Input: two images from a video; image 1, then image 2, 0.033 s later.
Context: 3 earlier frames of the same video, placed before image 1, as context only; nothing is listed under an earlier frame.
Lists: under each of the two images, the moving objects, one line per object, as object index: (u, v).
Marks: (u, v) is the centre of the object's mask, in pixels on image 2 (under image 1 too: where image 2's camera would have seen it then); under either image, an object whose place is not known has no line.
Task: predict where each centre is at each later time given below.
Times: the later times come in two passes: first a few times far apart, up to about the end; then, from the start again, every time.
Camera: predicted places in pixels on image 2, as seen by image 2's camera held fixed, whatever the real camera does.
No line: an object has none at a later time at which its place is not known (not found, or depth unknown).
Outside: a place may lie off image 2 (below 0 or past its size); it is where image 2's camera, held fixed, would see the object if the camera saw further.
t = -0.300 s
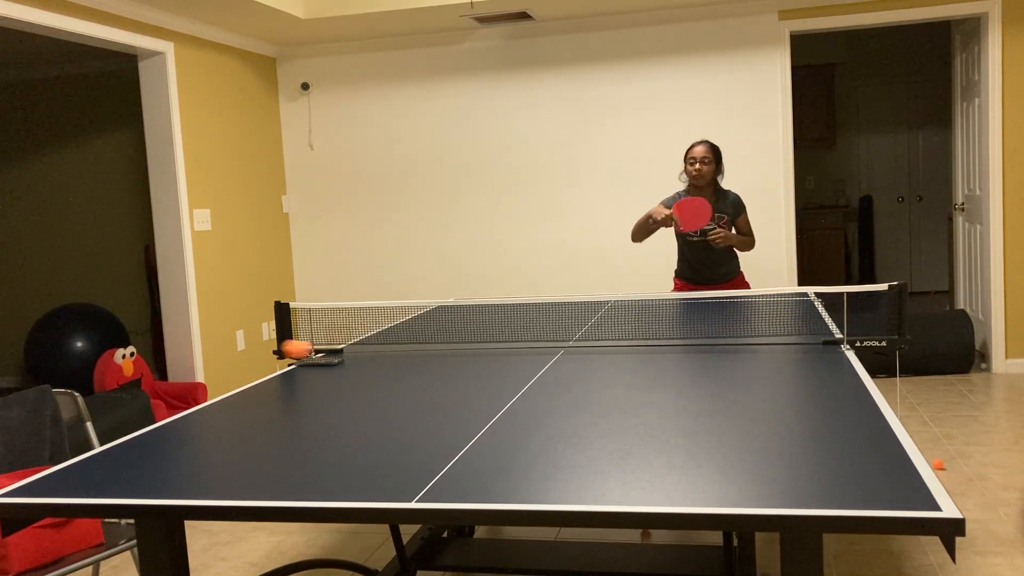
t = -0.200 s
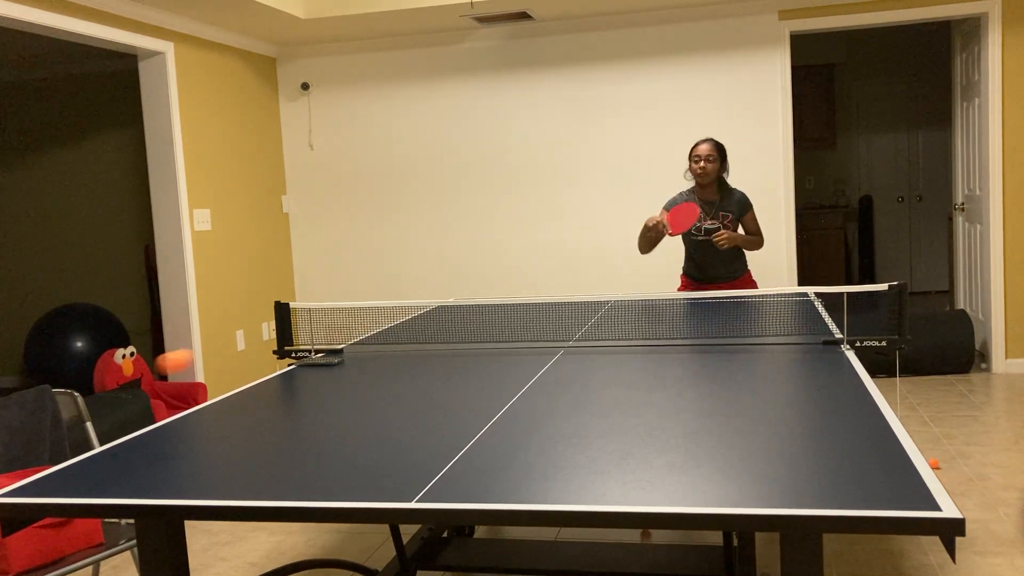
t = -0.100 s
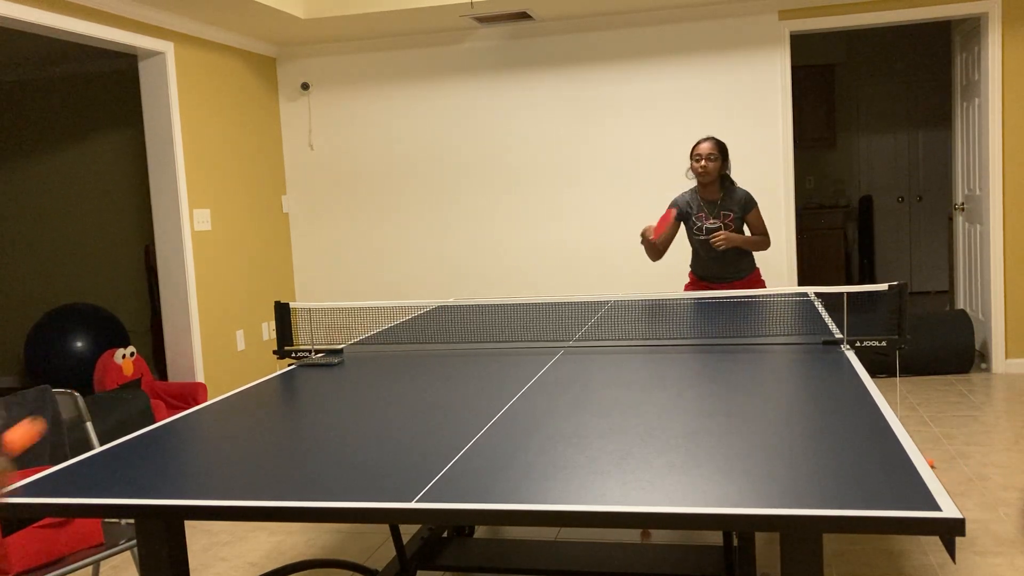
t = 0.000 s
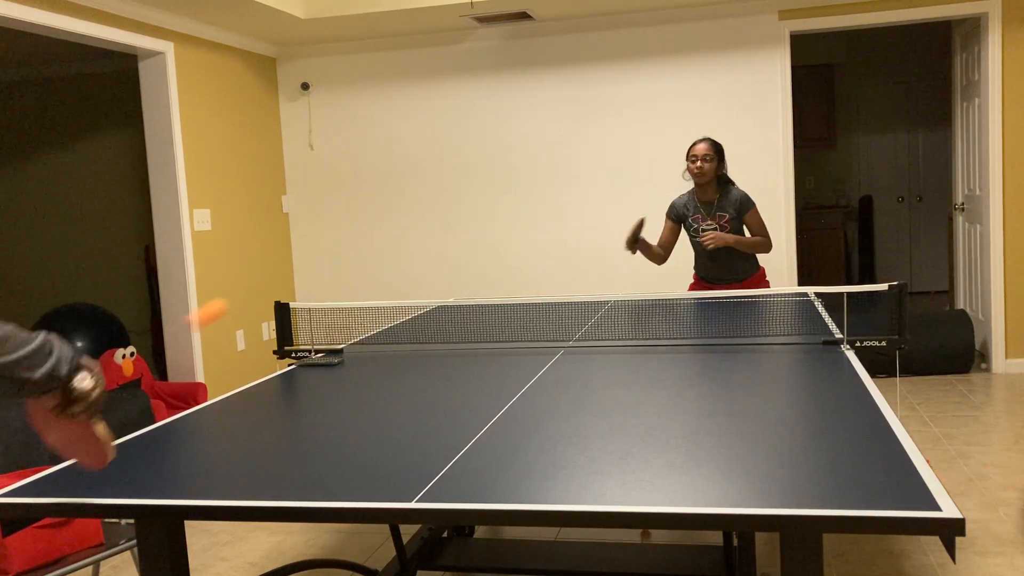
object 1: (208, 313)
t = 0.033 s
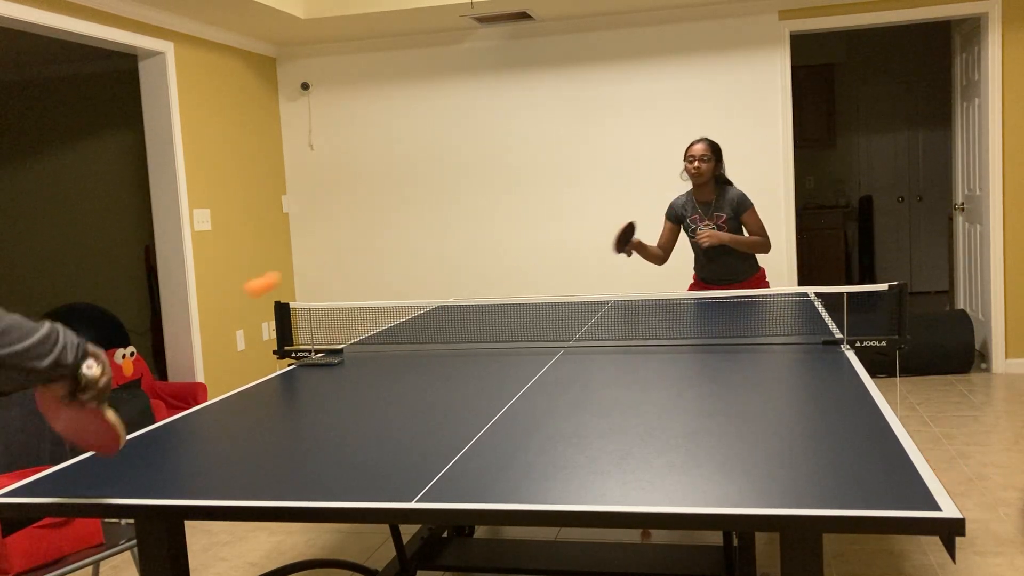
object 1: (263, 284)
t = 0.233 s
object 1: (457, 235)
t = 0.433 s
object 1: (548, 289)
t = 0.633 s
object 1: (586, 237)
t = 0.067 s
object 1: (309, 263)
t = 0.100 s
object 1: (348, 248)
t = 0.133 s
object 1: (381, 239)
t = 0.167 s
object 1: (409, 234)
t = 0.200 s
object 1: (435, 233)
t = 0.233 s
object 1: (457, 235)
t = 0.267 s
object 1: (476, 239)
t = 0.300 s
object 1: (494, 246)
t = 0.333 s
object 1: (509, 255)
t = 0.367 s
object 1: (523, 265)
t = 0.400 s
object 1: (536, 276)
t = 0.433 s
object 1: (548, 289)
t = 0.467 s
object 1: (558, 291)
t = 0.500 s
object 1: (564, 275)
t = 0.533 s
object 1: (570, 262)
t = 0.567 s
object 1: (576, 250)
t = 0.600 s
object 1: (581, 243)
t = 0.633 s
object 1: (586, 237)
